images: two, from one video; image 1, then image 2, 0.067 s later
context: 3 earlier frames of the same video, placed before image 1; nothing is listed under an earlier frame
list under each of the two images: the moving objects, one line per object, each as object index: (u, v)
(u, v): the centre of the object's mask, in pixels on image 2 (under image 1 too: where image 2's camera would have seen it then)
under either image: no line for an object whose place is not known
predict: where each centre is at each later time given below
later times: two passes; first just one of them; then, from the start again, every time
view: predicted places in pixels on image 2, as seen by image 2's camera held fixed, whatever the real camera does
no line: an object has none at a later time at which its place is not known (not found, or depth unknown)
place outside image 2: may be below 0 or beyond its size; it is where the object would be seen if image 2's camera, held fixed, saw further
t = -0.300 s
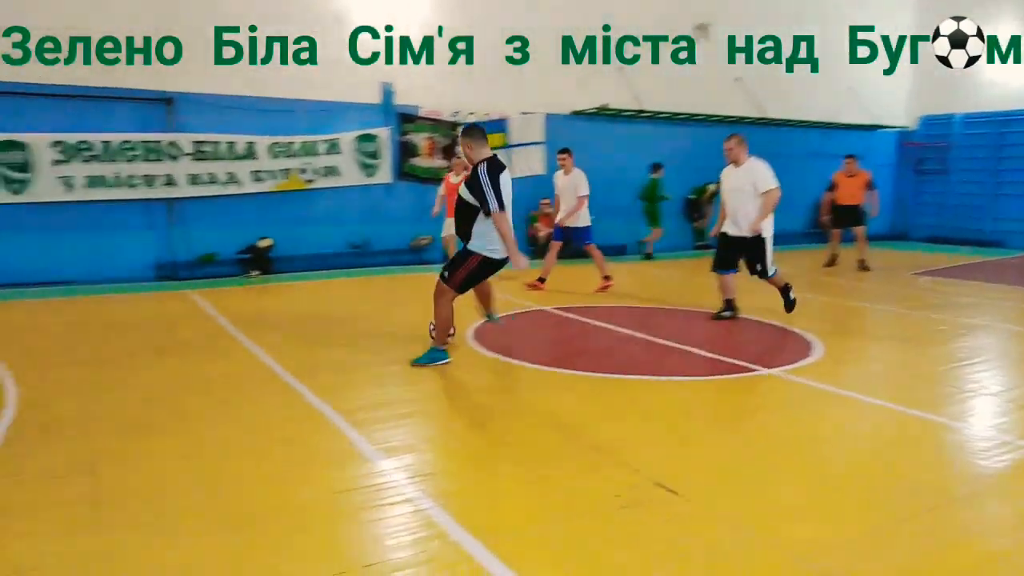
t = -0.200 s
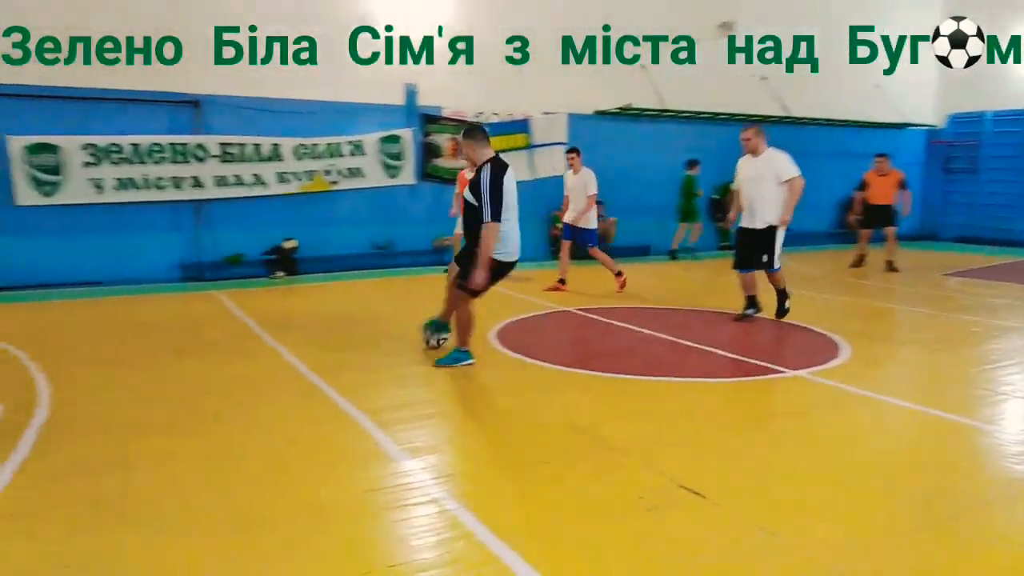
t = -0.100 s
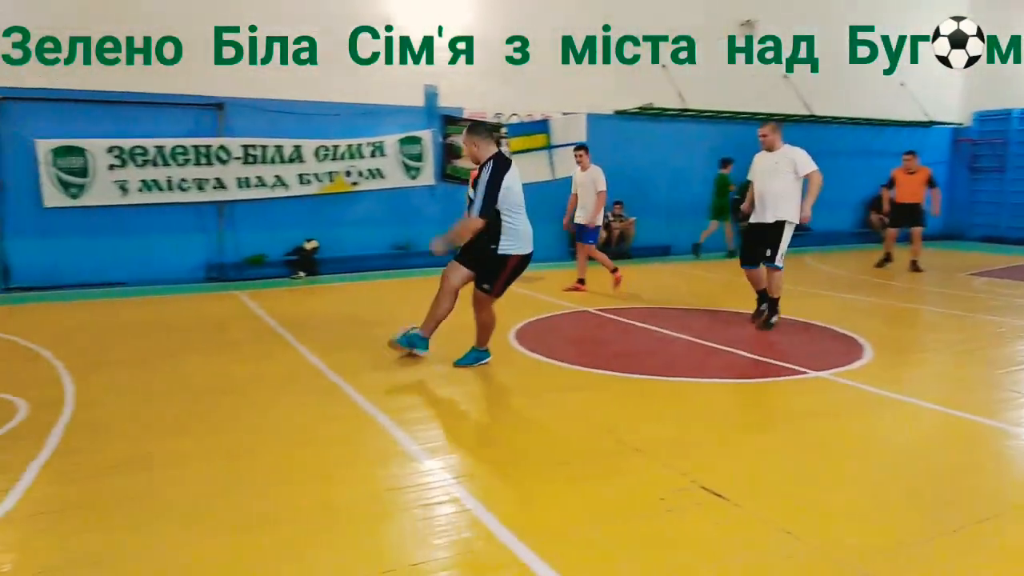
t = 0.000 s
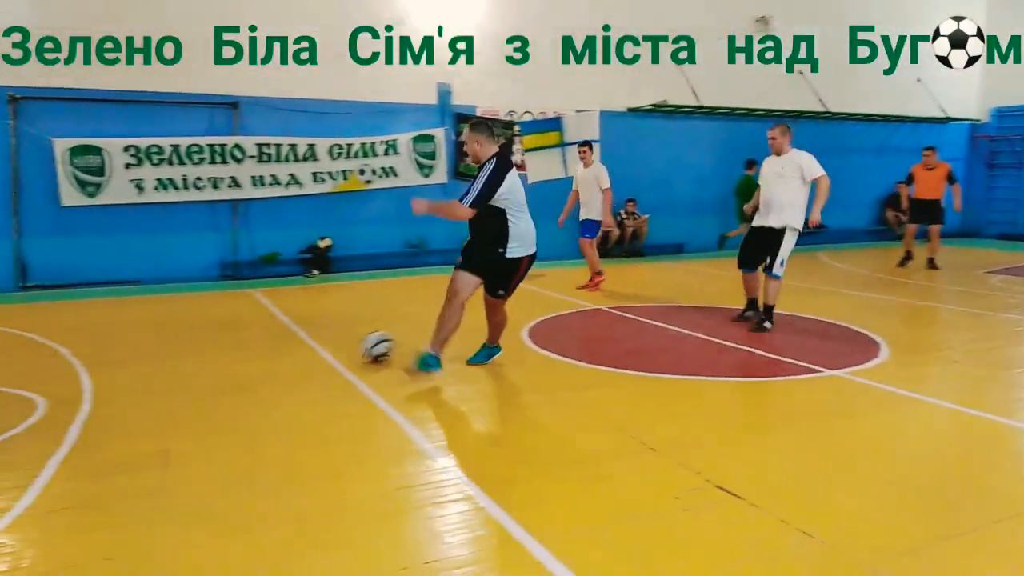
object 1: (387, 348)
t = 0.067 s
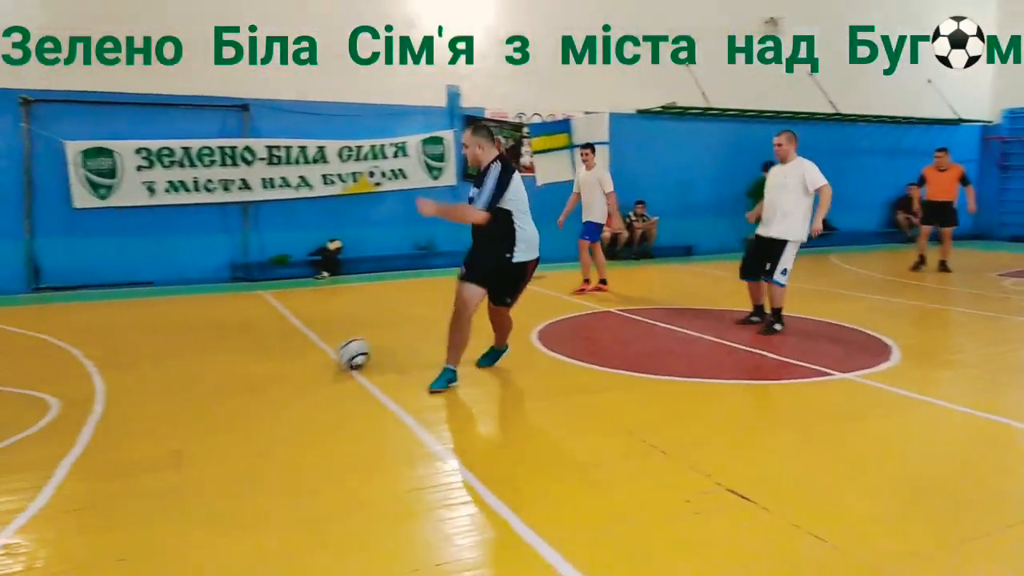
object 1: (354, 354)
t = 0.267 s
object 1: (241, 369)
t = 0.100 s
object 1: (335, 356)
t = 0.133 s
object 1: (318, 359)
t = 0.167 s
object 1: (299, 361)
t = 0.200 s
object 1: (280, 364)
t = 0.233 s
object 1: (260, 367)
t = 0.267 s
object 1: (241, 369)
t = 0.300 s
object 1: (221, 372)
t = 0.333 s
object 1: (200, 375)
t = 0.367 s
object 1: (179, 378)
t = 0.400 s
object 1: (157, 382)
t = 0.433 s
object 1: (134, 385)
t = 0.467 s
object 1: (112, 389)
